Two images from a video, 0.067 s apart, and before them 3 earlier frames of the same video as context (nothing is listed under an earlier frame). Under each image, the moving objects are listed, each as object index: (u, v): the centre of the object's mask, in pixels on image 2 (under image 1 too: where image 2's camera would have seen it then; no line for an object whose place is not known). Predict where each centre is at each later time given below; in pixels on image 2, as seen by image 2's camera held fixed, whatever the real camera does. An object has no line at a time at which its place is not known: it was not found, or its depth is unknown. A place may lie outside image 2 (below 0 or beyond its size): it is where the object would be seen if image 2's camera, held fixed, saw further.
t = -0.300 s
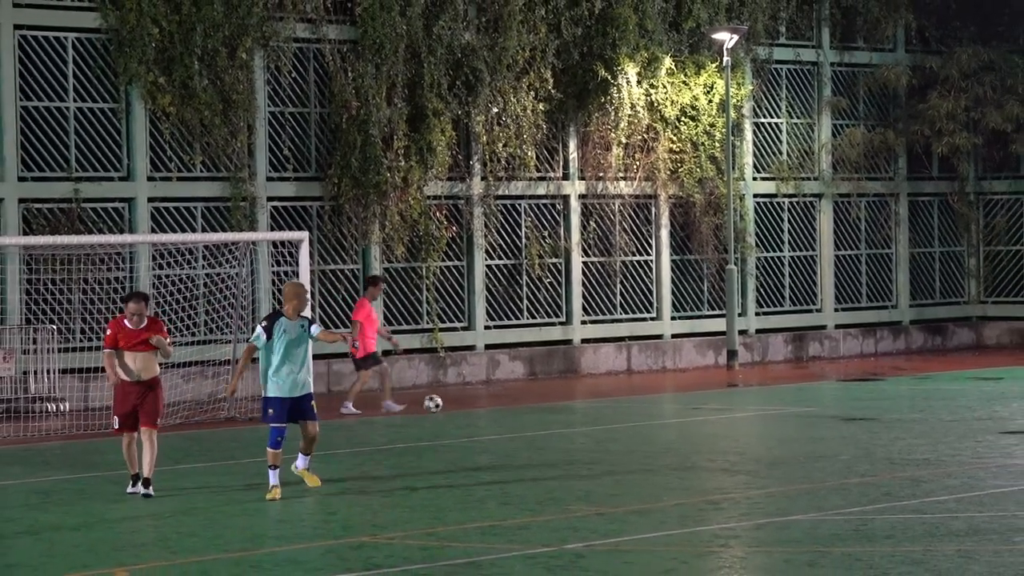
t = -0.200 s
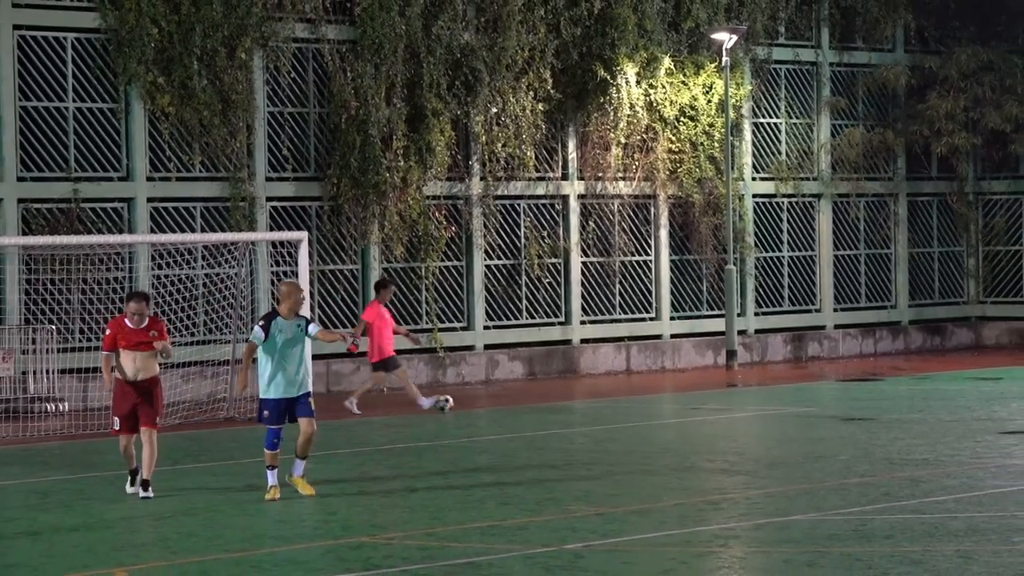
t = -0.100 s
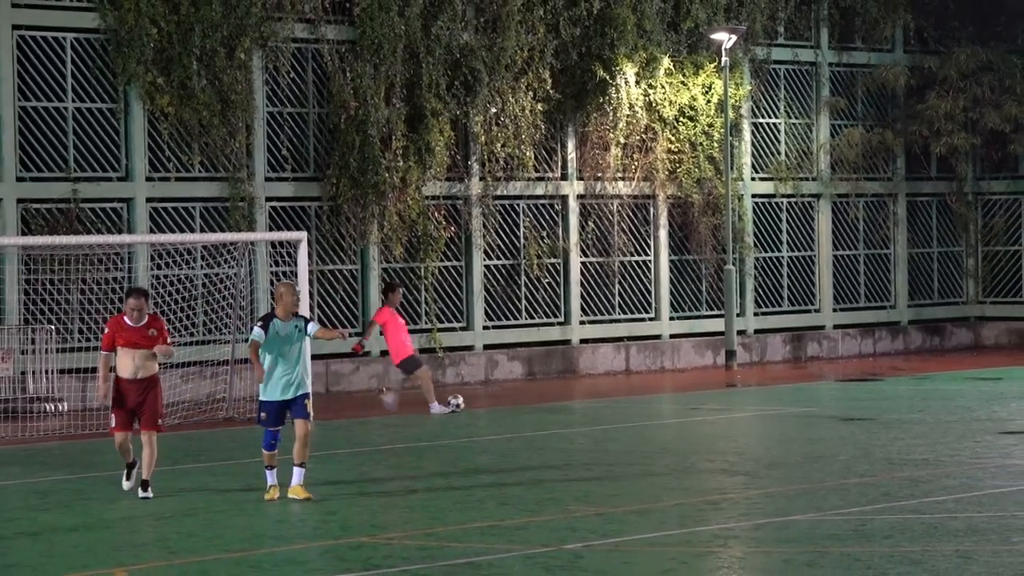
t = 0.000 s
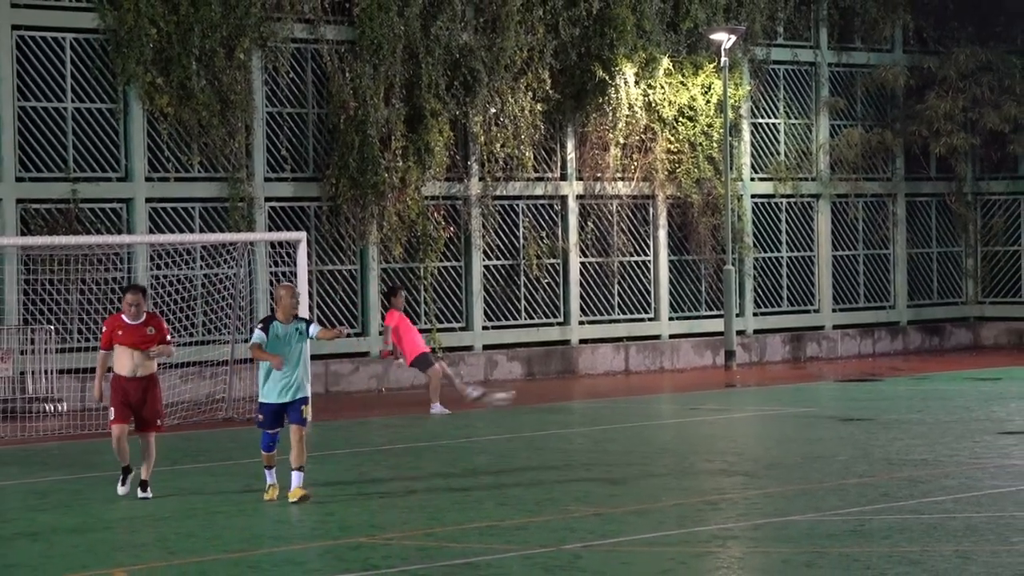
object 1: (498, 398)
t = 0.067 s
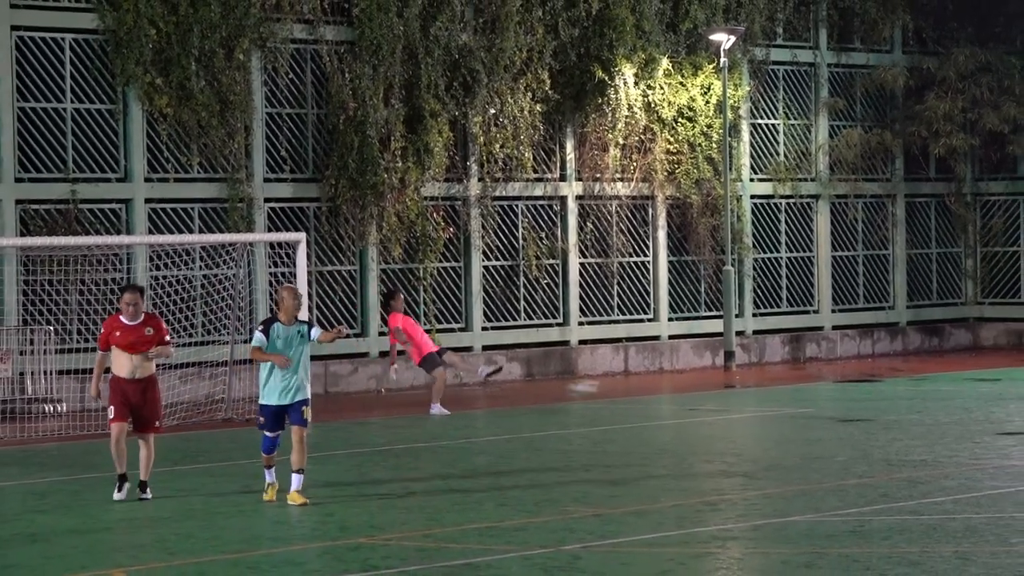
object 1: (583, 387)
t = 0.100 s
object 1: (628, 383)
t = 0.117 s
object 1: (648, 383)
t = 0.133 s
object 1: (671, 382)
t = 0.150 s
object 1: (692, 381)
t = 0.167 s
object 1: (712, 381)
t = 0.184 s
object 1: (735, 380)
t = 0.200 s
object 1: (756, 382)
